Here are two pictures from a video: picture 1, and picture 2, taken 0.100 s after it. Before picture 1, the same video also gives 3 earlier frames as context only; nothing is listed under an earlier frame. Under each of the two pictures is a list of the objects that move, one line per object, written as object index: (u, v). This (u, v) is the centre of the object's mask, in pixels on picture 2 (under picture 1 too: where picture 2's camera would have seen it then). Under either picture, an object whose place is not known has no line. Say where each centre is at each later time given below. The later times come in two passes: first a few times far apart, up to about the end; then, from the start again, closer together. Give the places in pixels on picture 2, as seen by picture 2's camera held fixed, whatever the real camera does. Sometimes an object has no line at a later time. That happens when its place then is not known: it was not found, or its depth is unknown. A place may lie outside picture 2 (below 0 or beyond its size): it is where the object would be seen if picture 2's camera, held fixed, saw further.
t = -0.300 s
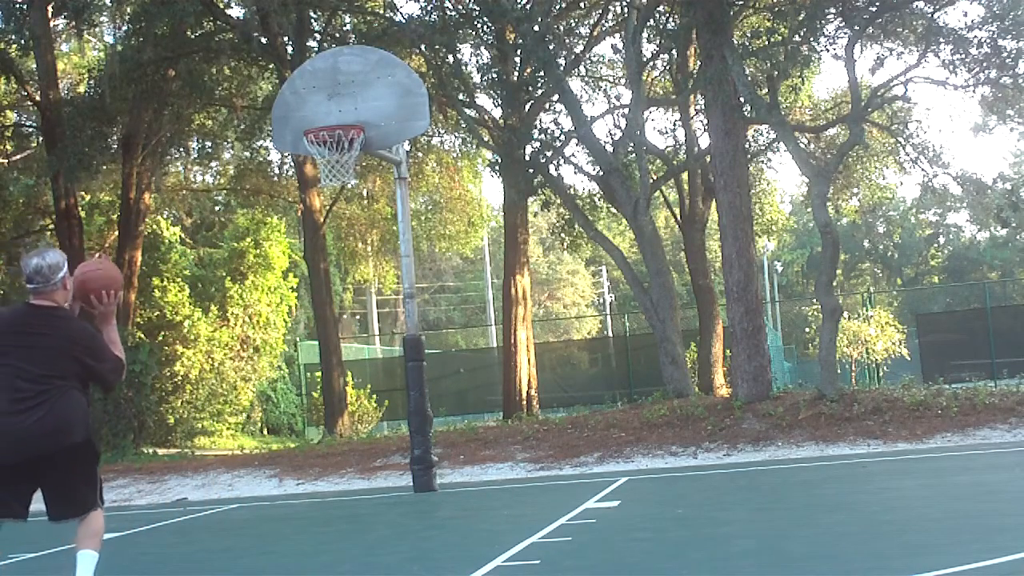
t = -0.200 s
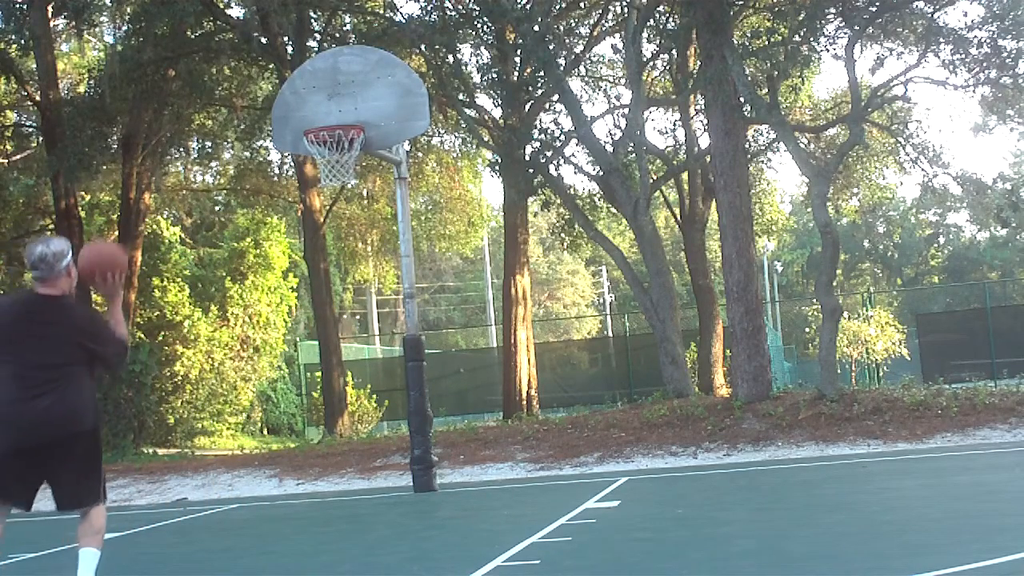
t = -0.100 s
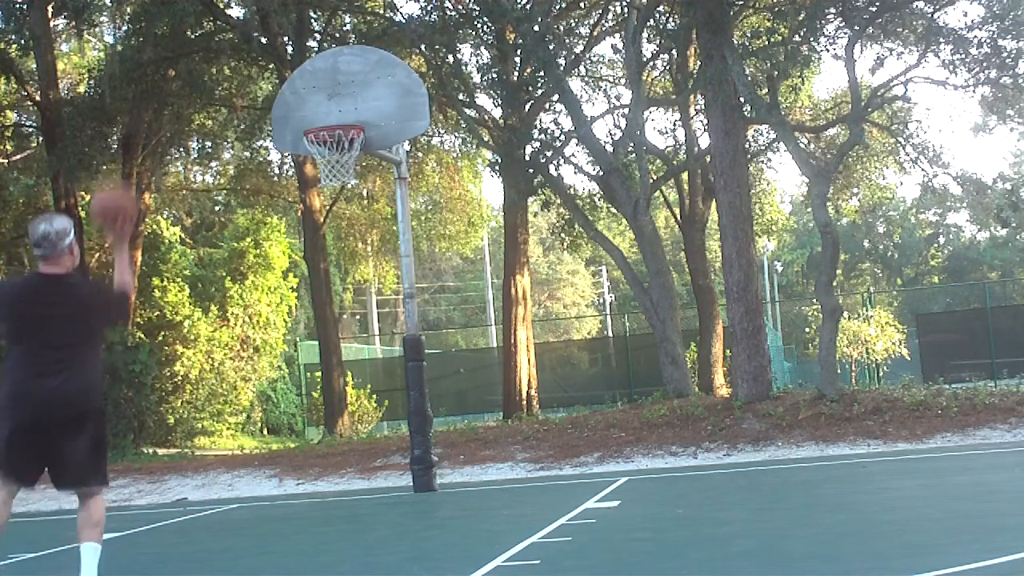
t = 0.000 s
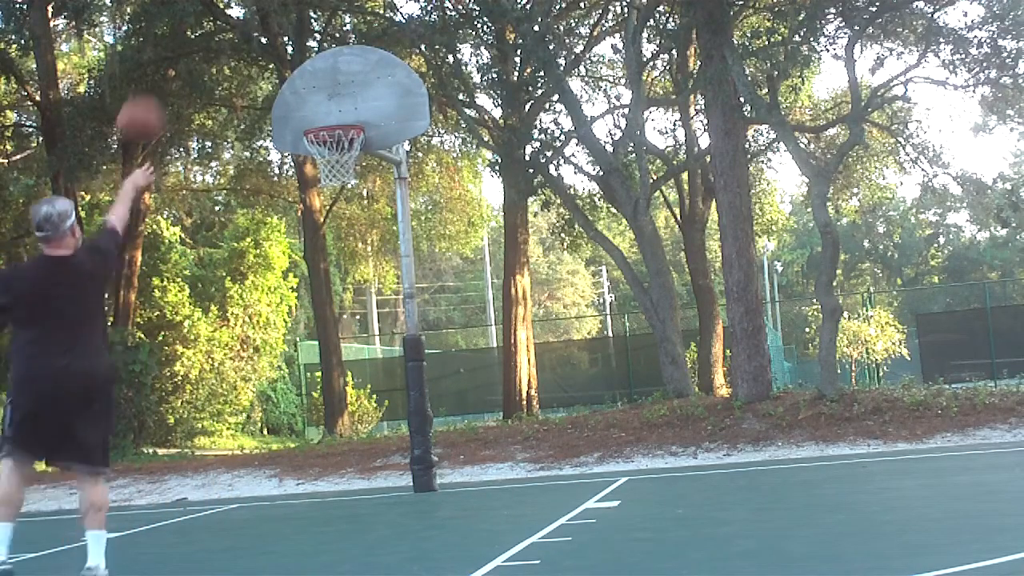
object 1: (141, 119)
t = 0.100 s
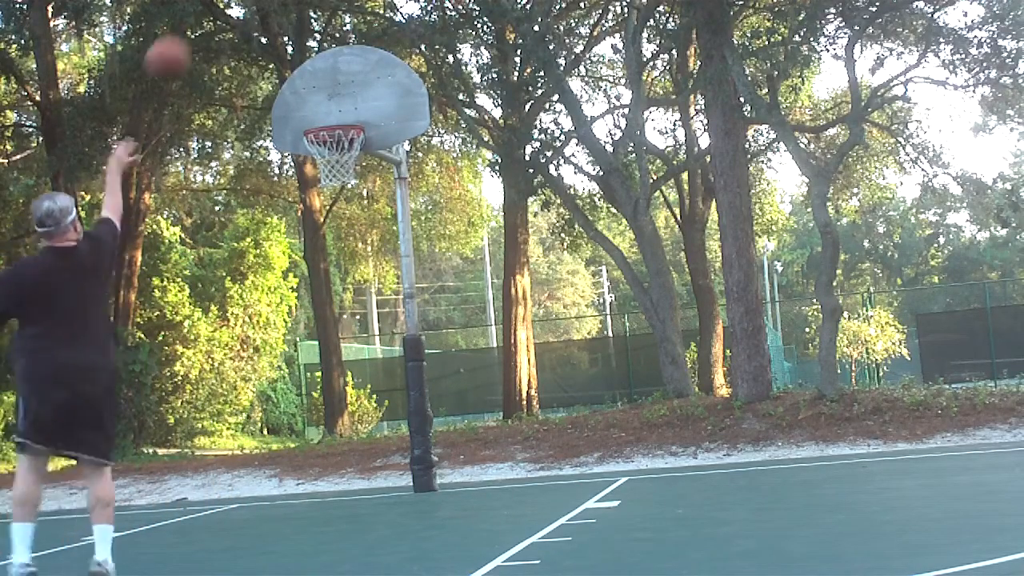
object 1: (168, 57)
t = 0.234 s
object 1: (202, 11)
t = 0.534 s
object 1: (274, 7)
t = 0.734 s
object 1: (313, 58)
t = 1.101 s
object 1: (325, 222)
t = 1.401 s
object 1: (297, 426)
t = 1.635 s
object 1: (261, 412)
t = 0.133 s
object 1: (177, 41)
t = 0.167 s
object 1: (185, 29)
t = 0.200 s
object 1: (195, 16)
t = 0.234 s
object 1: (202, 11)
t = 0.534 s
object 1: (274, 7)
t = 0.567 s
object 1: (280, 9)
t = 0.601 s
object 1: (286, 13)
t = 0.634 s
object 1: (293, 21)
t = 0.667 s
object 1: (299, 30)
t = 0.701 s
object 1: (307, 44)
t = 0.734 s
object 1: (313, 58)
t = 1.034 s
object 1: (333, 190)
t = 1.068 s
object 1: (329, 206)
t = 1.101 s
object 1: (325, 222)
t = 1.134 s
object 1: (319, 239)
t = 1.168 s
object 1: (317, 254)
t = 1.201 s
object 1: (316, 274)
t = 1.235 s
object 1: (313, 295)
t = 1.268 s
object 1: (310, 320)
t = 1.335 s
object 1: (301, 373)
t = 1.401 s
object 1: (297, 426)
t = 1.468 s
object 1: (293, 490)
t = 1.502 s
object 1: (287, 489)
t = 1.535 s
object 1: (280, 467)
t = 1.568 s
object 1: (274, 450)
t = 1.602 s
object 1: (269, 430)
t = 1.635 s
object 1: (261, 412)
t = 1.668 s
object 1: (255, 398)
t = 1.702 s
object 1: (247, 381)
